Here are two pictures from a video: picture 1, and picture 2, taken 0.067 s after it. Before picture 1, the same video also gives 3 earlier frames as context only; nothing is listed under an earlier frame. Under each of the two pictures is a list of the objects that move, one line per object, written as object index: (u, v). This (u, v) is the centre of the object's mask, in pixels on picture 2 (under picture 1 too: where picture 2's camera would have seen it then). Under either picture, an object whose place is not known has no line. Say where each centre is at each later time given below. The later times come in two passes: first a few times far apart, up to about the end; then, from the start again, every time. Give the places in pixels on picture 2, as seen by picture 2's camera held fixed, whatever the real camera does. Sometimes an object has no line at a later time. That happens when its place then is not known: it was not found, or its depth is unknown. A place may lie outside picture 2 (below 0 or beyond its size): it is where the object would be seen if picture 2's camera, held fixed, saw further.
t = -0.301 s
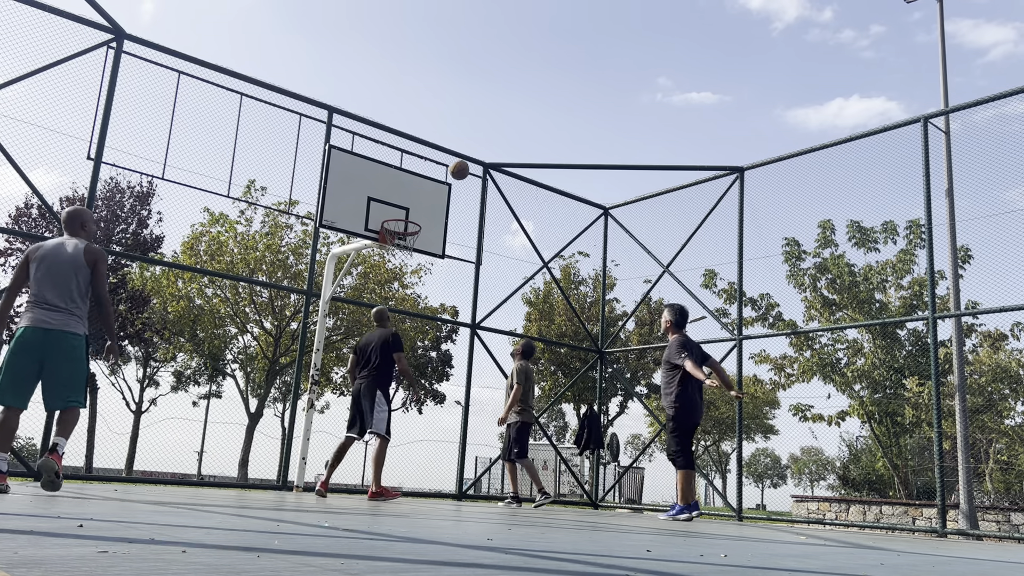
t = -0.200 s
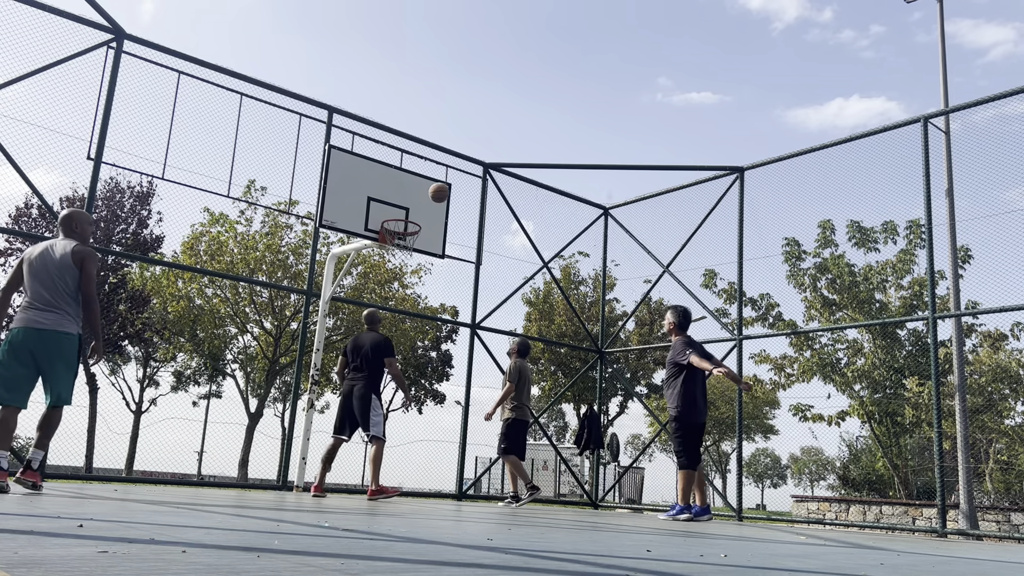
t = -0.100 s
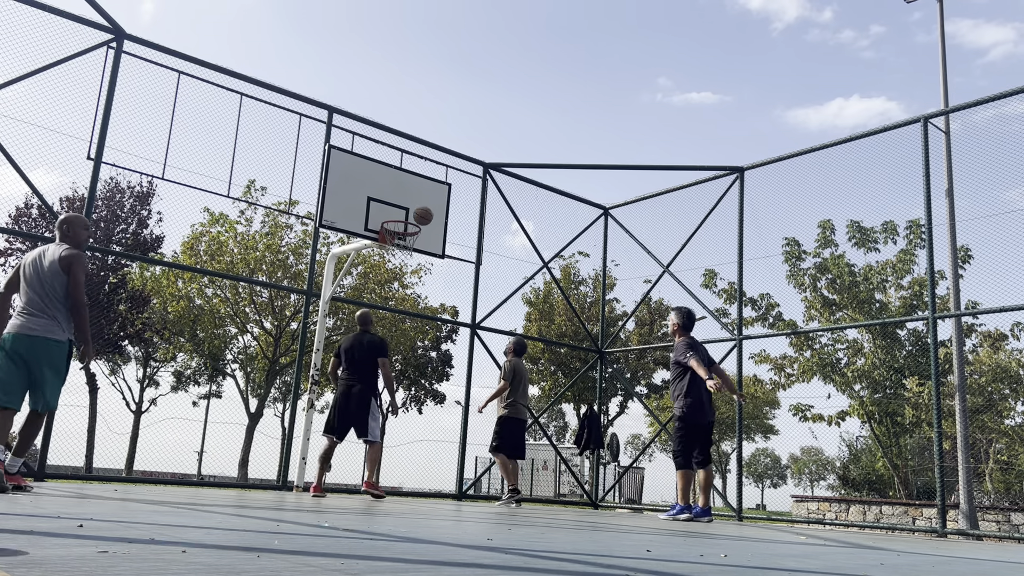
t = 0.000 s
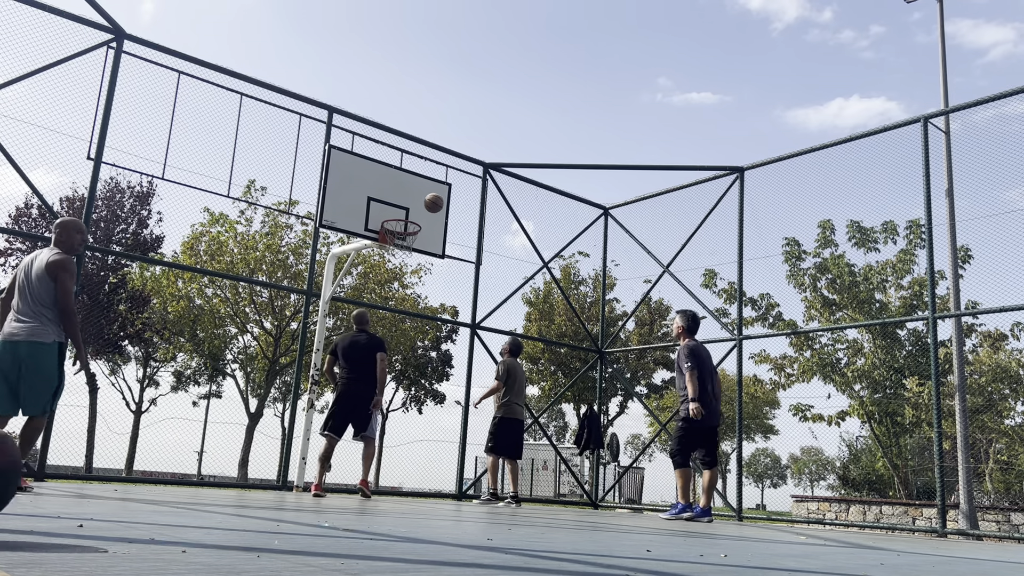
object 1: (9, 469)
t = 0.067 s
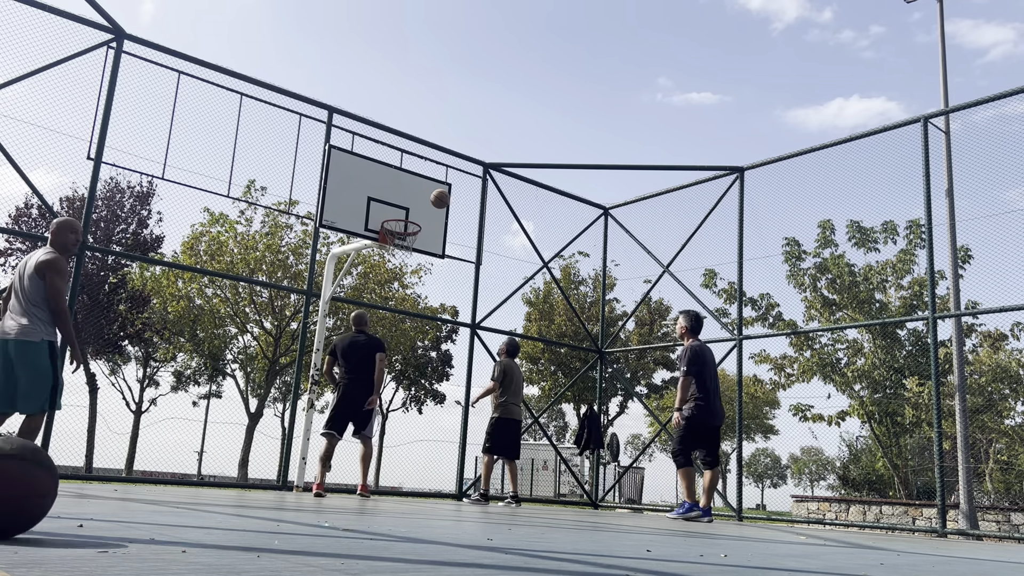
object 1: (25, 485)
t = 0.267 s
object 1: (105, 482)
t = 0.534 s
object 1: (204, 487)
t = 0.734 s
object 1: (256, 491)
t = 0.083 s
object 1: (29, 483)
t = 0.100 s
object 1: (34, 481)
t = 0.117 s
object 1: (39, 480)
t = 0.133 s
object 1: (44, 479)
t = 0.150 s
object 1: (50, 480)
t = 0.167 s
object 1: (57, 482)
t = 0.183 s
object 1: (66, 485)
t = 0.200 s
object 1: (73, 488)
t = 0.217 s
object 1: (82, 487)
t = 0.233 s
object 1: (90, 484)
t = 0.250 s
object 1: (98, 482)
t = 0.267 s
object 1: (105, 482)
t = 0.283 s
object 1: (113, 482)
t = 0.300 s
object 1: (120, 484)
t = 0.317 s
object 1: (126, 486)
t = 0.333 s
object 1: (132, 490)
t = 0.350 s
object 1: (139, 487)
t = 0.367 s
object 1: (146, 485)
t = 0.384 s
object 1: (153, 484)
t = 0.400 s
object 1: (159, 484)
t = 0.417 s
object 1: (164, 485)
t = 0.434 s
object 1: (171, 487)
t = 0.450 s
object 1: (176, 490)
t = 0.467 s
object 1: (182, 488)
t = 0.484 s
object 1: (187, 487)
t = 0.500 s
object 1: (193, 486)
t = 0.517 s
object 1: (198, 487)
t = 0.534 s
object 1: (204, 487)
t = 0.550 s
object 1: (208, 489)
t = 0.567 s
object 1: (213, 489)
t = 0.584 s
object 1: (218, 488)
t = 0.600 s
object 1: (223, 488)
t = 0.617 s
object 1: (227, 488)
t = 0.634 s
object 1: (231, 489)
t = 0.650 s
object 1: (236, 490)
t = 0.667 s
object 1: (240, 489)
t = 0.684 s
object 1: (244, 489)
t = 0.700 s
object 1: (248, 489)
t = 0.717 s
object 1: (252, 490)
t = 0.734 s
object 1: (256, 491)
